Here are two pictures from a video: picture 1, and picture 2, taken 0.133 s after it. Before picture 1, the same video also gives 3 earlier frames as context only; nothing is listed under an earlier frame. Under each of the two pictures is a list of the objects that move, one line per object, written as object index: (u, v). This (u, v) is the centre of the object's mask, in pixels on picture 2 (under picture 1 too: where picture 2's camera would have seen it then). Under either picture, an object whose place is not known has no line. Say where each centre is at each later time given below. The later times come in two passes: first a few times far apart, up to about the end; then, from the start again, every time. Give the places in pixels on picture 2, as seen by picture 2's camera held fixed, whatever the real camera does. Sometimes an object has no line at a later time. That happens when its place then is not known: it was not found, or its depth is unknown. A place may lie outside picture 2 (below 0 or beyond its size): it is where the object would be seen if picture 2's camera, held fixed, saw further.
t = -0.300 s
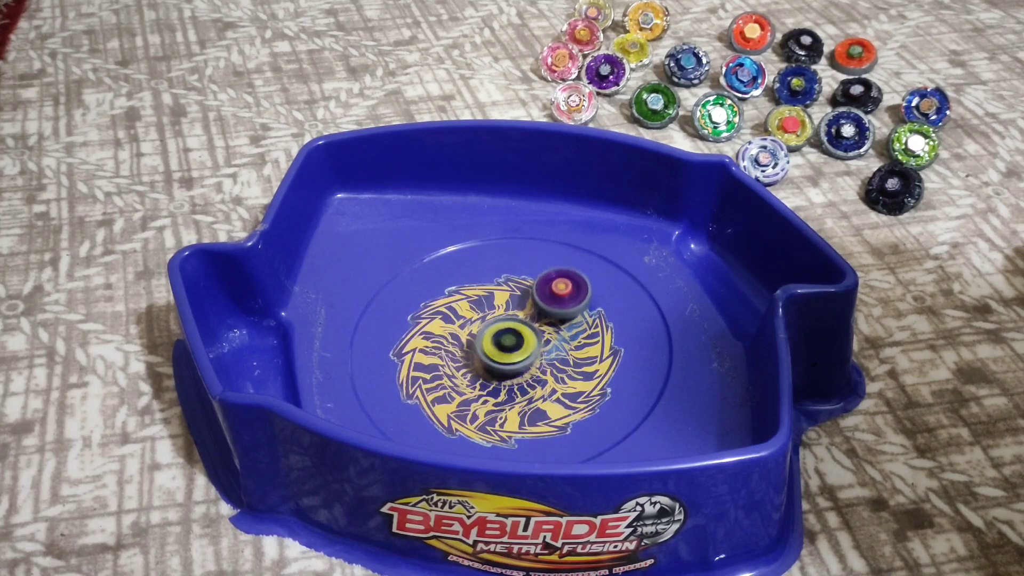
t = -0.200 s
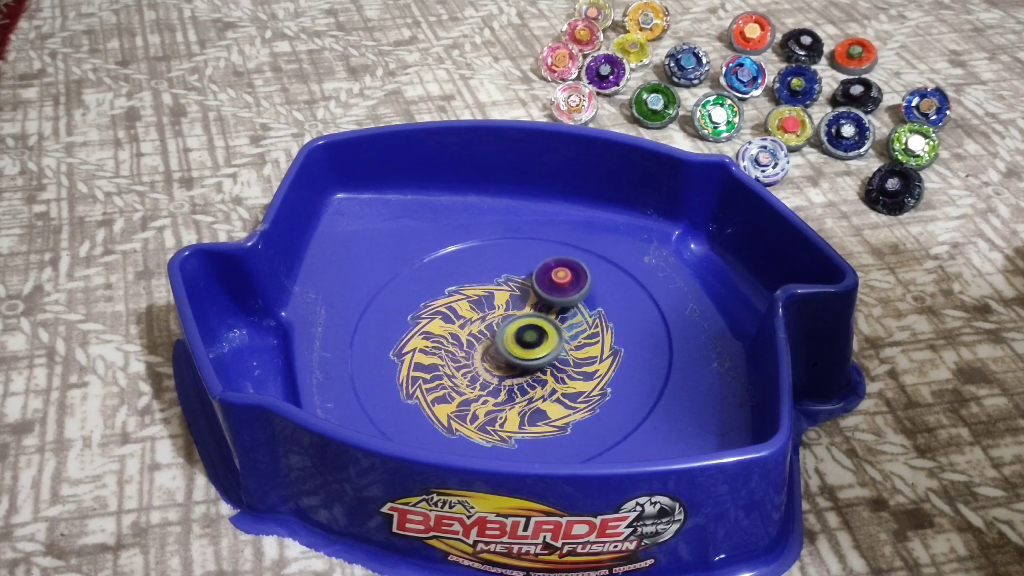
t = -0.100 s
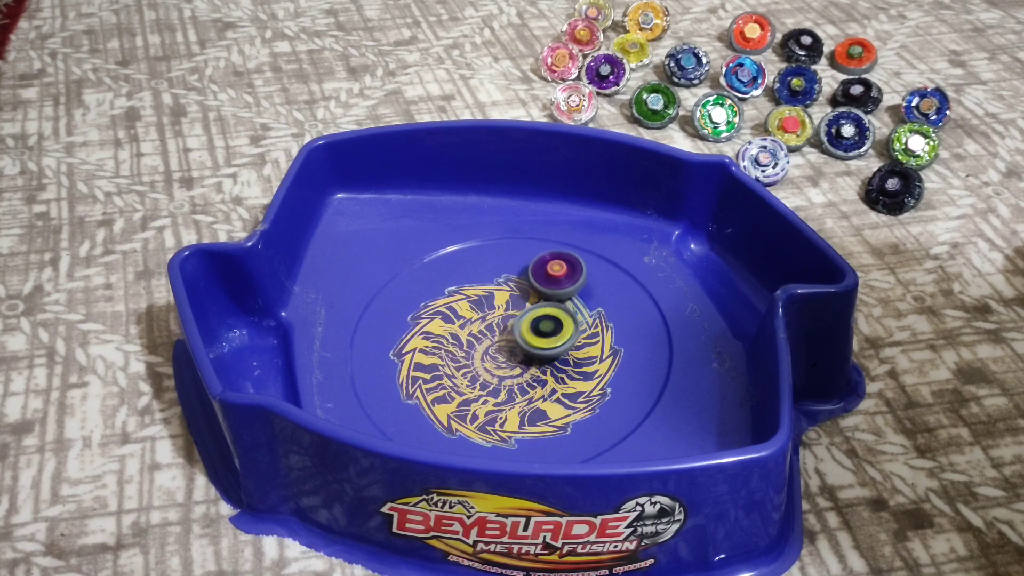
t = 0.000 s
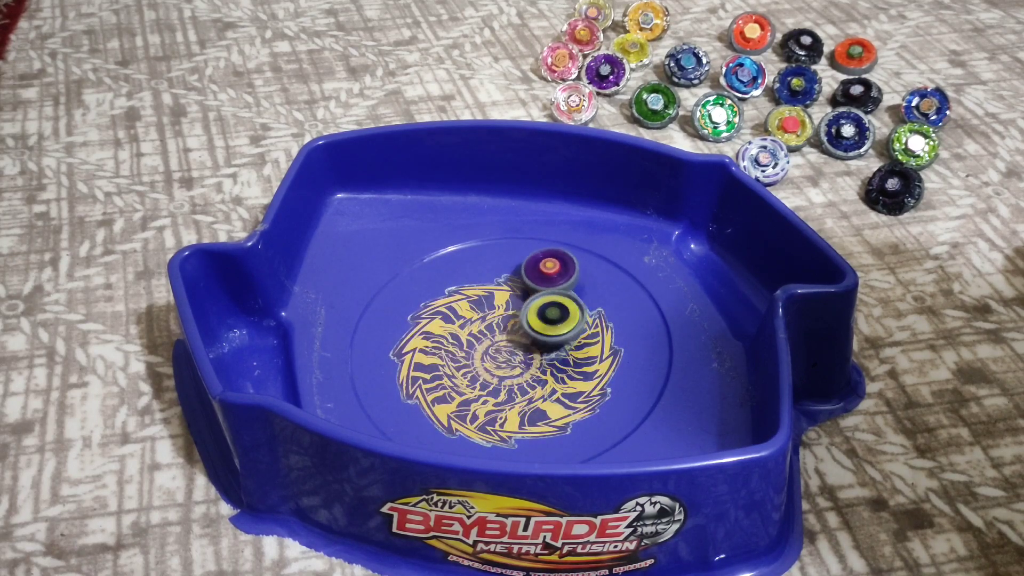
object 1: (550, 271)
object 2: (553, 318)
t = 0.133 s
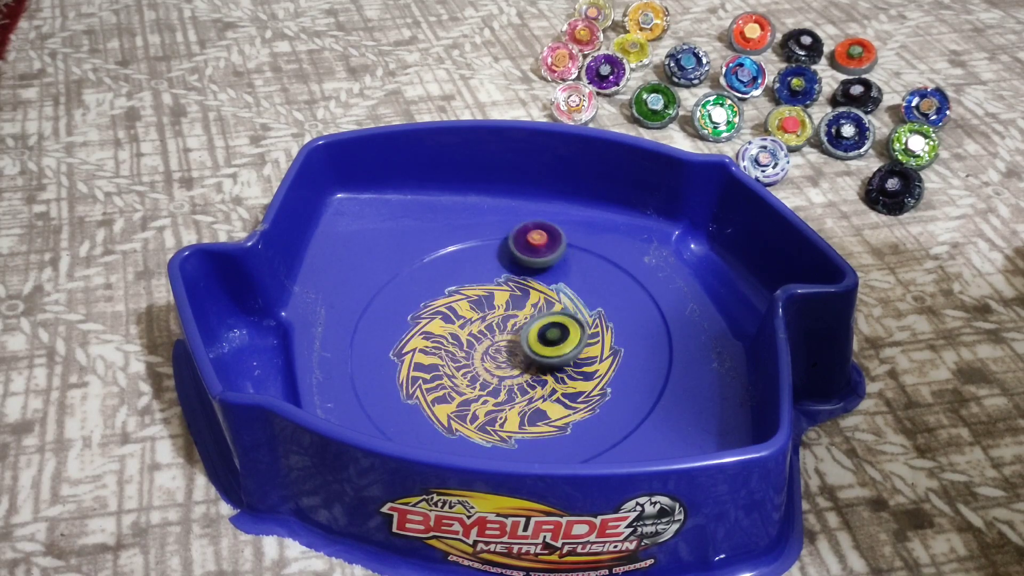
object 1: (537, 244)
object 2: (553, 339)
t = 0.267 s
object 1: (508, 245)
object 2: (557, 359)
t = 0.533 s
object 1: (473, 283)
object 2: (557, 379)
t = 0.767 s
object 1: (473, 335)
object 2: (529, 381)
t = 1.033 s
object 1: (471, 360)
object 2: (532, 408)
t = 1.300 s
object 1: (469, 378)
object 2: (555, 389)
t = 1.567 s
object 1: (467, 383)
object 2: (532, 348)
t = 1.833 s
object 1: (461, 390)
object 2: (506, 303)
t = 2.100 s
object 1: (480, 376)
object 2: (463, 296)
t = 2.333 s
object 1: (508, 368)
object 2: (454, 309)
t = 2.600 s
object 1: (548, 352)
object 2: (460, 312)
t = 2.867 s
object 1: (574, 335)
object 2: (493, 309)
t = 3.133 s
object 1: (591, 327)
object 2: (466, 308)
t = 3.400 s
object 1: (569, 327)
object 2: (489, 330)
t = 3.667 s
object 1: (573, 329)
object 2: (459, 354)
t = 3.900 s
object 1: (547, 335)
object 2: (469, 379)
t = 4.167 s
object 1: (516, 338)
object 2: (506, 384)
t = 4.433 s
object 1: (487, 326)
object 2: (533, 379)
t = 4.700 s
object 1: (467, 320)
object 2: (514, 353)
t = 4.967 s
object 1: (458, 320)
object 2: (499, 357)
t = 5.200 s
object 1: (468, 320)
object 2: (515, 368)
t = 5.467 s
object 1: (491, 323)
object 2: (537, 354)
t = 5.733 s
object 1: (504, 317)
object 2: (556, 351)
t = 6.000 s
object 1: (510, 313)
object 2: (556, 367)
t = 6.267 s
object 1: (518, 321)
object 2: (537, 376)
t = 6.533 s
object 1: (521, 333)
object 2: (493, 379)
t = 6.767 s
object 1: (518, 351)
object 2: (461, 377)
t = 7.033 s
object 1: (520, 363)
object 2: (431, 380)
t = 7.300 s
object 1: (522, 368)
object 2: (448, 363)
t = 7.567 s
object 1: (530, 364)
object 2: (440, 330)
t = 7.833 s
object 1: (521, 357)
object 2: (464, 303)
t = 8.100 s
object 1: (507, 350)
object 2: (506, 286)
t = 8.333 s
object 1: (501, 344)
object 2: (539, 285)
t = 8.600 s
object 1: (499, 339)
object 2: (561, 303)
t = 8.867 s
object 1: (495, 338)
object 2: (573, 334)
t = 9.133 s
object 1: (496, 340)
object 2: (559, 363)
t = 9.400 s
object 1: (495, 336)
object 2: (530, 394)
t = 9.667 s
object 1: (494, 330)
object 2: (503, 406)
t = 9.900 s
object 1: (500, 329)
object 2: (475, 386)
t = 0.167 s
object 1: (530, 243)
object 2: (555, 344)
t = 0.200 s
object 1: (523, 243)
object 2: (555, 350)
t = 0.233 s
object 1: (515, 243)
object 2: (556, 354)
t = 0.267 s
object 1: (508, 245)
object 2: (557, 359)
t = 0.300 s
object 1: (502, 247)
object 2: (558, 362)
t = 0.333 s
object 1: (495, 251)
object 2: (559, 365)
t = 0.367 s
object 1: (489, 254)
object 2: (559, 369)
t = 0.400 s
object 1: (484, 259)
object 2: (560, 372)
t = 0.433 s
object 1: (481, 265)
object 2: (561, 374)
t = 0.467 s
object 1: (477, 270)
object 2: (560, 376)
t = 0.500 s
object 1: (475, 277)
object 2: (559, 377)
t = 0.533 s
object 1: (473, 283)
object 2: (557, 379)
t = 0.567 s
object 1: (471, 291)
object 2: (554, 380)
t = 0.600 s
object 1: (470, 297)
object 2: (553, 381)
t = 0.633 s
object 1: (469, 305)
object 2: (551, 381)
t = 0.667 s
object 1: (469, 311)
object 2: (545, 381)
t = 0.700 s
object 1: (471, 319)
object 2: (539, 381)
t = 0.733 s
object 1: (472, 327)
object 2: (534, 381)
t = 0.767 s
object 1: (473, 335)
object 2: (529, 381)
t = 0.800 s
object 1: (475, 341)
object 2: (522, 382)
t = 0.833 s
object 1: (476, 347)
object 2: (517, 383)
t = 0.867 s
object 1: (473, 346)
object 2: (517, 390)
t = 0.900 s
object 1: (471, 345)
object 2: (519, 396)
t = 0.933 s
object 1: (471, 348)
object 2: (521, 401)
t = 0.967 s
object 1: (471, 352)
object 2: (525, 404)
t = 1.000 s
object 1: (471, 357)
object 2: (529, 407)
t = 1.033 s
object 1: (471, 360)
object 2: (532, 408)
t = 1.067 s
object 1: (471, 365)
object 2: (535, 410)
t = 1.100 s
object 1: (473, 368)
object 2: (539, 409)
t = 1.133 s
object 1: (474, 372)
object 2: (541, 407)
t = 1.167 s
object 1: (476, 376)
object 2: (542, 403)
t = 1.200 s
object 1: (478, 379)
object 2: (542, 398)
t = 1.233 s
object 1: (478, 380)
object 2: (542, 396)
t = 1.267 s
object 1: (472, 378)
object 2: (550, 393)
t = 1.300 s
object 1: (469, 378)
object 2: (555, 389)
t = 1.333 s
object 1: (468, 379)
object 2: (557, 383)
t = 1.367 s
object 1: (467, 380)
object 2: (558, 378)
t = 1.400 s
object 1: (467, 381)
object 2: (557, 373)
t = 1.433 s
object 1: (466, 382)
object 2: (555, 367)
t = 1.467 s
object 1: (466, 382)
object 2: (552, 361)
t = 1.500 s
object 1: (466, 383)
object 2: (546, 356)
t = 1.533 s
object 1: (467, 383)
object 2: (540, 352)
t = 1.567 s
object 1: (467, 383)
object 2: (532, 348)
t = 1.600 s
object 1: (468, 383)
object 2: (522, 346)
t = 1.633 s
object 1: (465, 384)
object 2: (520, 340)
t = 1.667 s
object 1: (458, 388)
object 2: (523, 333)
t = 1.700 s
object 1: (456, 389)
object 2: (522, 327)
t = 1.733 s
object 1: (456, 389)
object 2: (519, 320)
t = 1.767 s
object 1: (457, 390)
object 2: (515, 313)
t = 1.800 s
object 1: (459, 390)
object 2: (512, 308)
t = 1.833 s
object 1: (461, 390)
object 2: (506, 303)
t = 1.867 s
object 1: (463, 389)
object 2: (501, 298)
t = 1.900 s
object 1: (466, 388)
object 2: (495, 295)
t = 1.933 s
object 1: (469, 387)
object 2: (489, 292)
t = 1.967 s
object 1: (471, 385)
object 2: (483, 291)
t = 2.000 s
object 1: (473, 383)
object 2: (477, 291)
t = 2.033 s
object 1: (475, 381)
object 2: (471, 292)
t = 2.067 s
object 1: (477, 378)
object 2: (467, 293)
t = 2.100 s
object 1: (480, 376)
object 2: (463, 296)
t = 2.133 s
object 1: (484, 372)
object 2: (461, 299)
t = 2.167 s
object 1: (486, 369)
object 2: (459, 303)
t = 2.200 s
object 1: (489, 366)
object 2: (458, 307)
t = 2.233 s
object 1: (491, 362)
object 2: (458, 311)
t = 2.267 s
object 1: (494, 361)
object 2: (459, 313)
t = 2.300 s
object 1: (502, 366)
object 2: (457, 310)
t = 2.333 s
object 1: (508, 368)
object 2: (454, 309)
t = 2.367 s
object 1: (514, 366)
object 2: (452, 308)
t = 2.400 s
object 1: (520, 366)
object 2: (450, 307)
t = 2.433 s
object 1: (525, 364)
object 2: (450, 307)
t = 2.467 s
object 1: (531, 362)
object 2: (450, 307)
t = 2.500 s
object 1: (535, 360)
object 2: (452, 309)
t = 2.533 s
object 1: (540, 357)
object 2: (454, 309)
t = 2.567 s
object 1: (544, 355)
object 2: (457, 311)
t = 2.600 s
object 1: (548, 352)
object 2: (460, 312)
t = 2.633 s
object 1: (550, 350)
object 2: (464, 313)
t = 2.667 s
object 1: (554, 347)
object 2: (469, 314)
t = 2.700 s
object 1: (556, 344)
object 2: (475, 315)
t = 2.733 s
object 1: (559, 341)
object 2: (481, 316)
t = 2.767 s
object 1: (560, 339)
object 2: (487, 316)
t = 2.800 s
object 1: (561, 336)
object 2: (494, 316)
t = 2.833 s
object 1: (563, 335)
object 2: (499, 314)
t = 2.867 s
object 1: (574, 335)
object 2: (493, 309)
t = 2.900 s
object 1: (581, 335)
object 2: (488, 306)
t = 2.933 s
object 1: (584, 335)
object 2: (483, 304)
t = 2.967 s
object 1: (587, 333)
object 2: (479, 302)
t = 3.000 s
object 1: (589, 331)
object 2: (476, 302)
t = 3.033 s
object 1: (590, 330)
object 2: (473, 302)
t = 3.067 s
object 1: (591, 329)
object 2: (470, 303)
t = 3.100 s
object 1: (591, 328)
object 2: (467, 305)
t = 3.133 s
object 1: (591, 327)
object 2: (466, 308)
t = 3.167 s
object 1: (590, 326)
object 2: (466, 311)
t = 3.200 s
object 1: (589, 326)
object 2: (466, 313)
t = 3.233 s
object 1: (586, 325)
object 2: (468, 317)
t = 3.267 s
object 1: (584, 325)
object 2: (471, 320)
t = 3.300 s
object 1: (581, 325)
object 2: (475, 323)
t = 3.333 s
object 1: (577, 326)
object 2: (478, 326)
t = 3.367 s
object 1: (574, 326)
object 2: (483, 328)
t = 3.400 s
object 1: (569, 327)
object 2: (489, 330)
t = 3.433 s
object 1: (564, 328)
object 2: (495, 332)
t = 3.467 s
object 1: (565, 328)
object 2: (493, 333)
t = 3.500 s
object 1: (575, 328)
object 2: (484, 335)
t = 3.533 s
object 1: (577, 328)
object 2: (478, 338)
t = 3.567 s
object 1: (577, 328)
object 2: (472, 341)
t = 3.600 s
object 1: (576, 328)
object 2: (466, 345)
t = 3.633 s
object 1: (575, 328)
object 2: (462, 349)
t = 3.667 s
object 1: (573, 329)
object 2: (459, 354)
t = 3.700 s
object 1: (570, 329)
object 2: (457, 358)
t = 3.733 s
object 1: (568, 330)
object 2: (456, 363)
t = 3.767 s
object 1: (564, 331)
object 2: (457, 367)
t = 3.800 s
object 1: (561, 332)
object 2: (459, 371)
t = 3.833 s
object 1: (558, 333)
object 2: (462, 375)
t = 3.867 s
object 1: (552, 334)
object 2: (465, 378)
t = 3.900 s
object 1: (547, 335)
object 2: (469, 379)
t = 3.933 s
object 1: (543, 337)
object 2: (474, 381)
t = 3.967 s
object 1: (537, 338)
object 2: (480, 381)
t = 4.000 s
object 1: (533, 340)
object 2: (486, 380)
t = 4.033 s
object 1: (529, 340)
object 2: (491, 380)
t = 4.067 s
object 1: (527, 339)
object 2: (494, 383)
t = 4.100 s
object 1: (524, 339)
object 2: (498, 384)
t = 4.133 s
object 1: (520, 338)
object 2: (502, 385)
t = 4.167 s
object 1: (516, 338)
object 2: (506, 384)
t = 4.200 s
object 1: (511, 336)
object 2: (509, 385)
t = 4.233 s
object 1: (509, 334)
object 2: (513, 388)
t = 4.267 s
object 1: (505, 332)
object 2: (517, 388)
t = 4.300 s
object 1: (501, 331)
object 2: (522, 388)
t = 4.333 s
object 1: (497, 330)
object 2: (526, 387)
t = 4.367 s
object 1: (493, 329)
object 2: (529, 385)
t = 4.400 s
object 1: (491, 327)
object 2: (532, 382)
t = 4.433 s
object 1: (487, 326)
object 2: (533, 379)
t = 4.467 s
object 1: (484, 324)
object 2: (533, 376)
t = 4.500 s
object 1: (481, 324)
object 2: (532, 373)
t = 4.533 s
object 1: (479, 323)
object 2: (531, 368)
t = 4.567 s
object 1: (477, 322)
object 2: (529, 364)
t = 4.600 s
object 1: (475, 322)
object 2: (525, 360)
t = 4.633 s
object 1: (473, 322)
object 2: (520, 356)
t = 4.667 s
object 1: (470, 321)
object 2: (516, 353)
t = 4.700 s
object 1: (467, 320)
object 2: (514, 353)
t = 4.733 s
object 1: (464, 319)
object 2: (512, 352)
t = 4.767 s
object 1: (462, 318)
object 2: (510, 353)
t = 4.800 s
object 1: (461, 318)
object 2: (507, 353)
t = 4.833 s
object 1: (459, 318)
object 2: (505, 354)
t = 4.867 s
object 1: (458, 319)
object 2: (503, 355)
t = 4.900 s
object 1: (457, 319)
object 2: (501, 356)
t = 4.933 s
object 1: (457, 319)
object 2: (500, 357)
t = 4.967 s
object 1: (458, 320)
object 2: (499, 357)
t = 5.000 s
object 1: (459, 320)
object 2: (499, 358)
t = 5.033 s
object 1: (460, 321)
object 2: (499, 359)
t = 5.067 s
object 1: (462, 321)
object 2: (500, 359)
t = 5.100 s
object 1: (463, 320)
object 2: (503, 363)
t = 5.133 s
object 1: (465, 320)
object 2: (506, 365)
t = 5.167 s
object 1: (466, 320)
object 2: (510, 366)
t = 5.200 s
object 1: (468, 320)
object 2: (515, 368)
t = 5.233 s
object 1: (470, 320)
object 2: (520, 368)
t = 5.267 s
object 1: (472, 321)
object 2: (524, 368)
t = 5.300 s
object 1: (475, 321)
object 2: (528, 367)
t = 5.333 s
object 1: (478, 321)
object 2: (532, 365)
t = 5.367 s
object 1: (481, 322)
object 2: (534, 363)
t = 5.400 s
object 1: (484, 323)
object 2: (536, 360)
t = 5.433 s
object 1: (488, 324)
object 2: (537, 357)
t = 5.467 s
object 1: (491, 323)
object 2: (537, 354)
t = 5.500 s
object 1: (491, 320)
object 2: (541, 355)
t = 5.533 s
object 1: (491, 317)
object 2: (545, 357)
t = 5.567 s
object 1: (492, 316)
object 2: (549, 357)
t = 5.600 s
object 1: (495, 316)
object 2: (552, 357)
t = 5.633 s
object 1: (497, 316)
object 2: (555, 356)
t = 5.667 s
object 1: (499, 316)
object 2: (556, 354)
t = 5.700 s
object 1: (501, 317)
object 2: (557, 352)
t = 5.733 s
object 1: (504, 317)
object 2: (556, 351)
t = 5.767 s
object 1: (506, 317)
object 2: (554, 350)
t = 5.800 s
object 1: (507, 317)
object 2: (551, 350)
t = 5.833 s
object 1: (506, 315)
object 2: (552, 353)
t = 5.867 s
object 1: (506, 313)
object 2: (554, 357)
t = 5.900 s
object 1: (507, 313)
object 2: (555, 360)
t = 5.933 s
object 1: (508, 313)
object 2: (556, 362)
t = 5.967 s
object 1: (509, 313)
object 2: (556, 364)
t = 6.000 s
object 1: (510, 313)
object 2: (556, 367)
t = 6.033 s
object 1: (511, 313)
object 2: (556, 368)
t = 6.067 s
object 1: (512, 314)
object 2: (556, 370)
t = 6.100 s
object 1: (513, 315)
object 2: (554, 371)
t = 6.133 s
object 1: (515, 315)
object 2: (552, 373)
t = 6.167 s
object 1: (516, 316)
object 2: (549, 374)
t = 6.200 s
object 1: (517, 317)
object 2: (546, 374)
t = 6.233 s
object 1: (518, 319)
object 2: (542, 375)
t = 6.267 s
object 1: (518, 321)
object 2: (537, 376)
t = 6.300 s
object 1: (519, 322)
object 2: (532, 377)
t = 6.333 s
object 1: (519, 323)
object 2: (527, 377)
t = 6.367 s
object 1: (520, 325)
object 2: (522, 378)
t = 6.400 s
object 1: (520, 327)
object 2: (516, 379)
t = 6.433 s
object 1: (521, 328)
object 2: (510, 378)
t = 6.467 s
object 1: (521, 330)
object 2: (505, 378)
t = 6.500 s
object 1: (521, 332)
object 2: (499, 379)
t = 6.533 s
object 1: (521, 333)
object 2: (493, 379)
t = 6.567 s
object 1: (521, 336)
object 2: (487, 380)
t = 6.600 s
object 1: (521, 338)
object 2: (482, 379)
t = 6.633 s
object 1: (520, 341)
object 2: (477, 380)
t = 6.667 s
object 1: (520, 343)
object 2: (473, 379)
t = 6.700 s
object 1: (519, 346)
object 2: (468, 378)
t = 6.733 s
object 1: (519, 349)
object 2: (464, 378)
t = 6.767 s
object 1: (518, 351)
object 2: (461, 377)
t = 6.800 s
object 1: (517, 353)
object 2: (459, 377)
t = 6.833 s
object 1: (516, 356)
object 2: (456, 376)
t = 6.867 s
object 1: (519, 356)
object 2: (448, 377)
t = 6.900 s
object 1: (520, 358)
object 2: (442, 378)
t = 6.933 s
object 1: (520, 359)
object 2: (437, 379)
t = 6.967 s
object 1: (521, 360)
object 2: (434, 380)
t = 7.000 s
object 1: (520, 361)
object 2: (432, 380)
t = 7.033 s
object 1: (520, 363)
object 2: (431, 380)
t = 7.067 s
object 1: (520, 364)
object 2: (431, 380)
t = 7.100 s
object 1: (520, 365)
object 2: (432, 379)
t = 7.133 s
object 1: (520, 365)
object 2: (434, 379)
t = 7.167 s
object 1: (520, 366)
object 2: (437, 377)
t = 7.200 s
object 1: (519, 367)
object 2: (441, 374)
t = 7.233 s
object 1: (518, 367)
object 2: (445, 371)
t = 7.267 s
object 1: (518, 368)
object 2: (449, 368)
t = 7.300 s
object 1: (522, 368)
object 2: (448, 363)
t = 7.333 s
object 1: (529, 367)
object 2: (445, 359)
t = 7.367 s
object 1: (531, 366)
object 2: (443, 355)
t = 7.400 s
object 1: (531, 366)
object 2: (441, 351)
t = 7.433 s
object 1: (531, 366)
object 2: (439, 347)
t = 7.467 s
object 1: (531, 365)
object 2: (439, 343)
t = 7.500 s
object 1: (531, 364)
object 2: (439, 338)
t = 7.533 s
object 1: (531, 364)
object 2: (438, 334)
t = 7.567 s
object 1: (530, 364)
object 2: (440, 330)
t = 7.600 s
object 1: (529, 363)
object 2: (441, 326)
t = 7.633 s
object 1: (529, 362)
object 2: (443, 322)
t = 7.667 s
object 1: (528, 361)
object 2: (445, 318)
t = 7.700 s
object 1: (526, 360)
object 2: (448, 315)
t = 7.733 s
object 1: (525, 359)
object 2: (452, 312)
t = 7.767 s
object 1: (524, 358)
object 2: (456, 308)
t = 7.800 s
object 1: (522, 358)
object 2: (460, 305)
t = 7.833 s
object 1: (521, 357)
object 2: (464, 303)
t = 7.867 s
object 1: (519, 356)
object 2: (469, 300)
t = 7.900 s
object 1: (517, 355)
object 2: (474, 298)
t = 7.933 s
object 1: (516, 354)
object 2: (479, 296)
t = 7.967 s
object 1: (513, 353)
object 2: (484, 294)
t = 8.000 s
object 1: (512, 352)
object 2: (490, 292)
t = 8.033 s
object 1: (510, 351)
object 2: (496, 290)
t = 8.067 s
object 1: (509, 350)
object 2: (501, 288)
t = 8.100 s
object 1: (507, 350)
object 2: (506, 286)
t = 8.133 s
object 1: (506, 349)
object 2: (511, 285)
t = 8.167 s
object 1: (505, 349)
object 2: (516, 285)
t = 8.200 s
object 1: (503, 347)
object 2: (522, 284)
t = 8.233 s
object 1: (502, 346)
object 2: (526, 284)
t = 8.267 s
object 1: (501, 345)
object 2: (531, 284)
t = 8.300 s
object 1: (501, 345)
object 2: (535, 284)
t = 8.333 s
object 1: (501, 344)
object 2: (539, 285)
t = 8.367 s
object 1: (500, 343)
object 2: (543, 286)
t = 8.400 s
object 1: (499, 342)
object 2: (547, 287)
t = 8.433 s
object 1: (499, 341)
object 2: (550, 289)
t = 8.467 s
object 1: (498, 341)
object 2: (553, 291)
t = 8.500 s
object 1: (498, 340)
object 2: (555, 293)
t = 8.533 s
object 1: (498, 340)
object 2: (557, 296)
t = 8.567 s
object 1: (498, 339)
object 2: (559, 299)
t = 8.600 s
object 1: (499, 339)
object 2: (561, 303)
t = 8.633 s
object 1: (498, 338)
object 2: (562, 307)
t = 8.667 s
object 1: (499, 338)
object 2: (563, 311)
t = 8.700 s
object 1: (499, 338)
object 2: (563, 315)
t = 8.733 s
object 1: (499, 337)
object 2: (564, 319)
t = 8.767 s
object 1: (498, 337)
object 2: (567, 323)
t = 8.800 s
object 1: (497, 337)
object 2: (570, 327)
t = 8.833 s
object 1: (496, 338)
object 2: (572, 330)
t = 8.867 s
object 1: (495, 338)
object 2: (573, 334)
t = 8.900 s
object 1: (495, 338)
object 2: (573, 338)
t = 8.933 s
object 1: (495, 338)
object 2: (573, 342)
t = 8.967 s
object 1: (495, 339)
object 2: (572, 346)
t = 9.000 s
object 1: (495, 338)
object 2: (571, 349)
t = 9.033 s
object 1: (495, 339)
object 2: (569, 353)
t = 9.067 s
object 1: (495, 339)
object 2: (566, 357)
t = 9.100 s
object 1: (496, 340)
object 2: (563, 360)
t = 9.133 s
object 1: (496, 340)
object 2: (559, 363)
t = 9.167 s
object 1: (496, 340)
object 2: (554, 367)
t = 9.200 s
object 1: (496, 342)
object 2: (550, 370)
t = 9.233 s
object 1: (497, 341)
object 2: (545, 373)
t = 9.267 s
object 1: (497, 342)
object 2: (540, 376)
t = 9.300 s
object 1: (497, 340)
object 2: (537, 381)
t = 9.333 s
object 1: (495, 339)
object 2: (534, 386)
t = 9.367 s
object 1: (495, 337)
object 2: (533, 389)
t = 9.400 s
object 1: (495, 336)
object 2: (530, 394)
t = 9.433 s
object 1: (494, 335)
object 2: (527, 398)
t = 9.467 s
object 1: (494, 334)
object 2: (525, 400)
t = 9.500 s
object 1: (494, 333)
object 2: (521, 404)
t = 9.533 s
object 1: (493, 333)
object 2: (518, 405)
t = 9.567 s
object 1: (493, 332)
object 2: (514, 407)
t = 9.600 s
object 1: (494, 331)
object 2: (510, 408)
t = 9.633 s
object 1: (494, 330)
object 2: (507, 407)
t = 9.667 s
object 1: (494, 330)
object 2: (503, 406)
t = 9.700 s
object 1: (494, 329)
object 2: (500, 405)
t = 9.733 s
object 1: (495, 329)
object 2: (496, 403)
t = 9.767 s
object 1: (495, 329)
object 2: (491, 401)
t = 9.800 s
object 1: (496, 329)
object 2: (486, 398)
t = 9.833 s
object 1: (497, 329)
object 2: (482, 394)
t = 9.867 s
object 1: (499, 328)
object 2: (478, 391)
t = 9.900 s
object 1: (500, 329)
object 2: (475, 386)
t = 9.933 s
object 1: (501, 330)
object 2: (470, 382)
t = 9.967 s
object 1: (503, 330)
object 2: (468, 377)
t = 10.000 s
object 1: (504, 330)
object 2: (464, 373)
